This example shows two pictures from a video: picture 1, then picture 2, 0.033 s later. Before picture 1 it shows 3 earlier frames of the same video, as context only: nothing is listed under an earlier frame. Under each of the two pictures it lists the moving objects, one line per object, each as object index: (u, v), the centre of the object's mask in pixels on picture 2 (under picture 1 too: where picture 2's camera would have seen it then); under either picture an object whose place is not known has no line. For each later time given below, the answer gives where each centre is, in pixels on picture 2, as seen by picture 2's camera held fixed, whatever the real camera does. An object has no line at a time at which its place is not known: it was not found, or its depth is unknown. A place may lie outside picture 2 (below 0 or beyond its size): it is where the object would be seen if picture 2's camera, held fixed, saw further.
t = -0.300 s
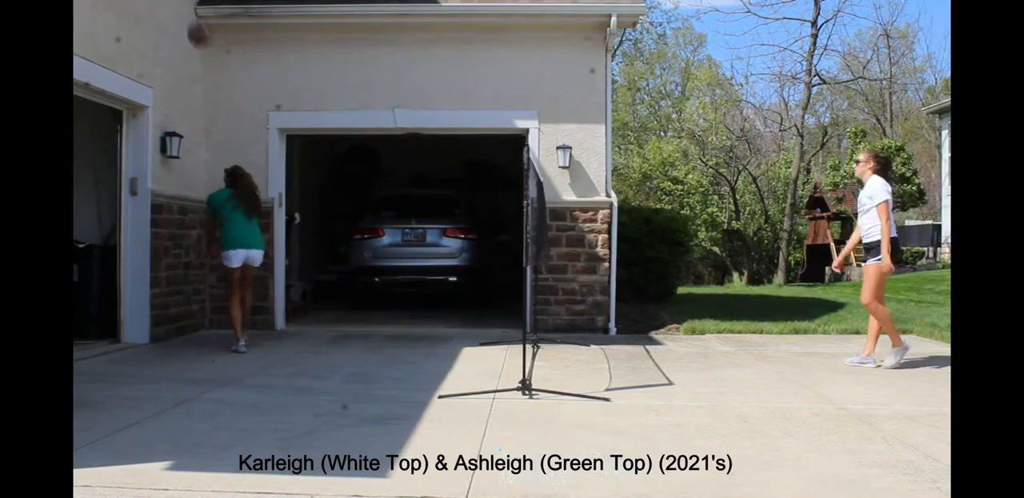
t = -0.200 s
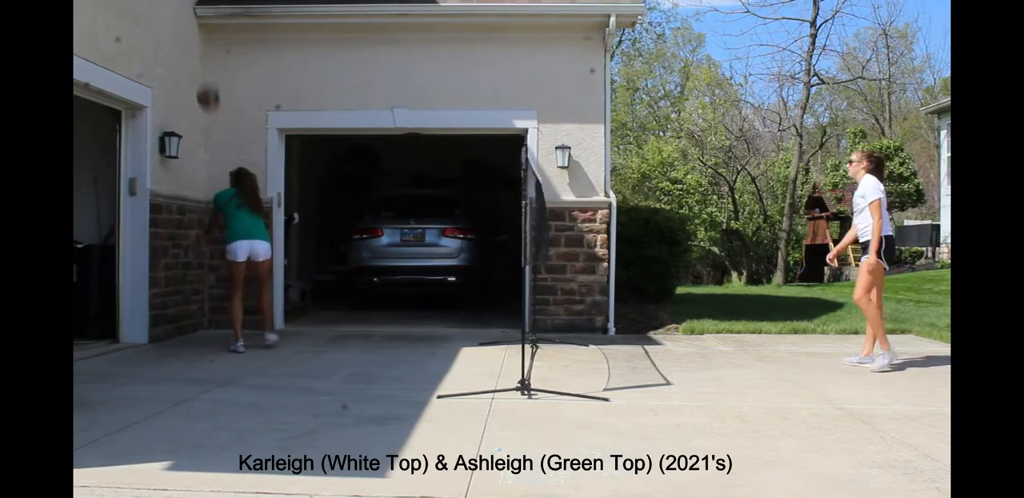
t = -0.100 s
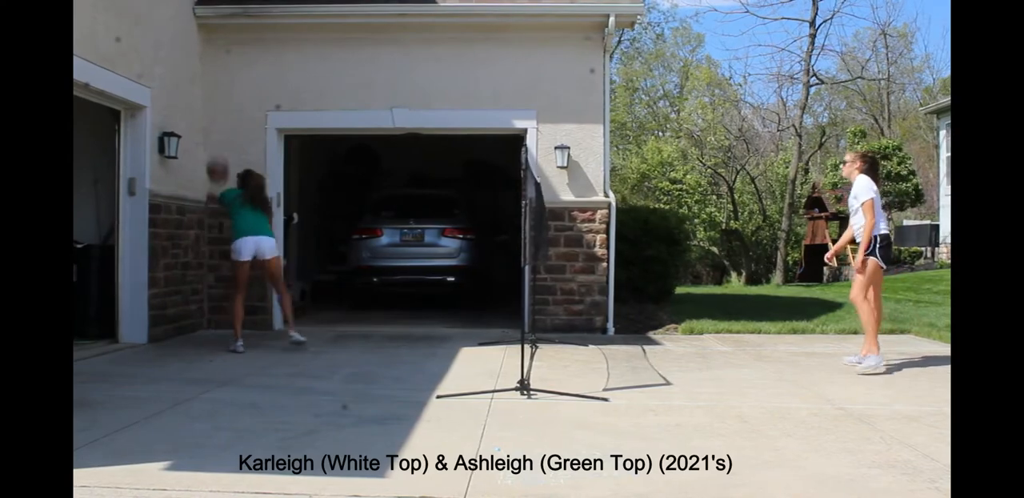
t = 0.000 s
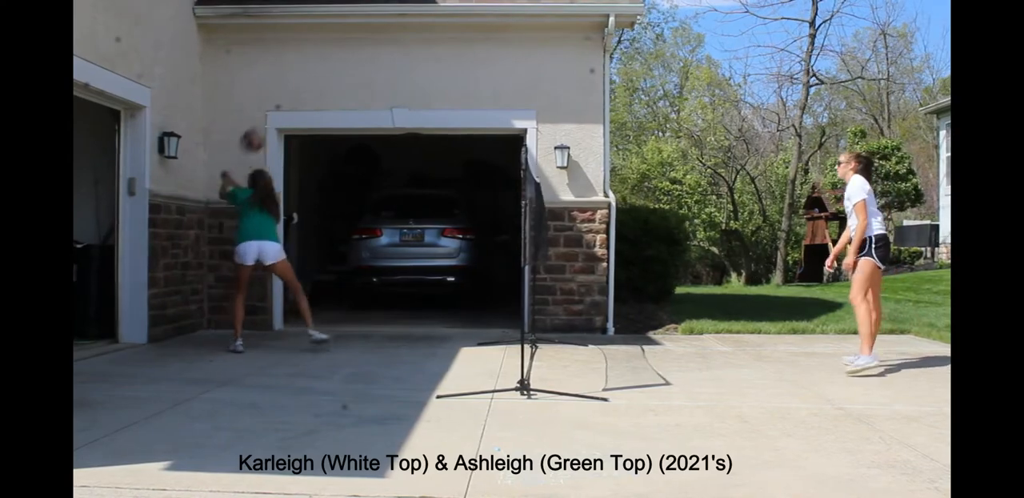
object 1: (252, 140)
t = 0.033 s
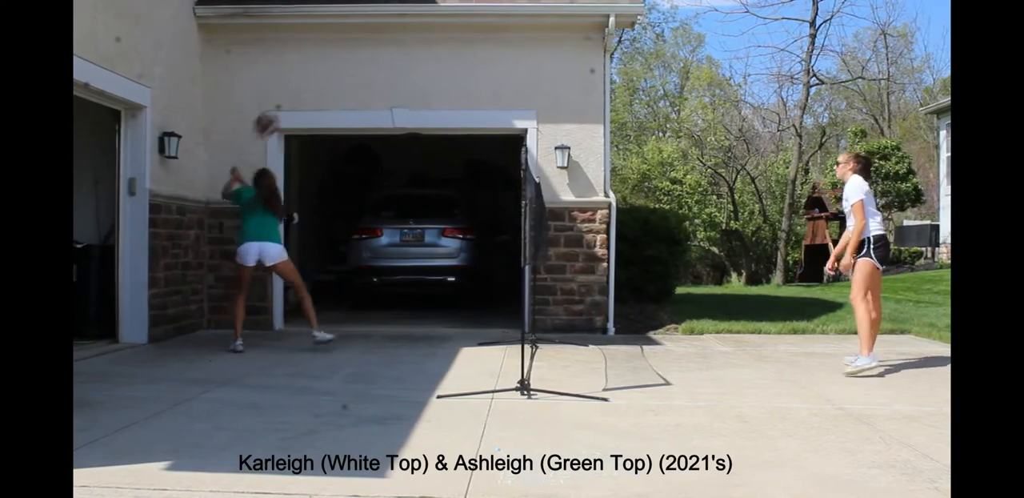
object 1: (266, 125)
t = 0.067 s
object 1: (280, 108)
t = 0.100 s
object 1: (294, 95)
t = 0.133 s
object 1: (308, 82)
